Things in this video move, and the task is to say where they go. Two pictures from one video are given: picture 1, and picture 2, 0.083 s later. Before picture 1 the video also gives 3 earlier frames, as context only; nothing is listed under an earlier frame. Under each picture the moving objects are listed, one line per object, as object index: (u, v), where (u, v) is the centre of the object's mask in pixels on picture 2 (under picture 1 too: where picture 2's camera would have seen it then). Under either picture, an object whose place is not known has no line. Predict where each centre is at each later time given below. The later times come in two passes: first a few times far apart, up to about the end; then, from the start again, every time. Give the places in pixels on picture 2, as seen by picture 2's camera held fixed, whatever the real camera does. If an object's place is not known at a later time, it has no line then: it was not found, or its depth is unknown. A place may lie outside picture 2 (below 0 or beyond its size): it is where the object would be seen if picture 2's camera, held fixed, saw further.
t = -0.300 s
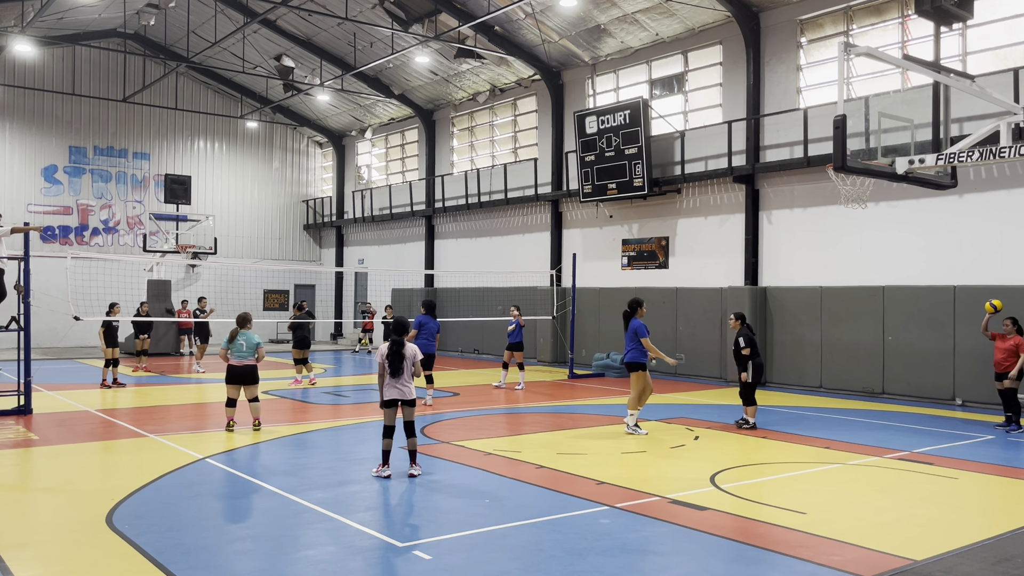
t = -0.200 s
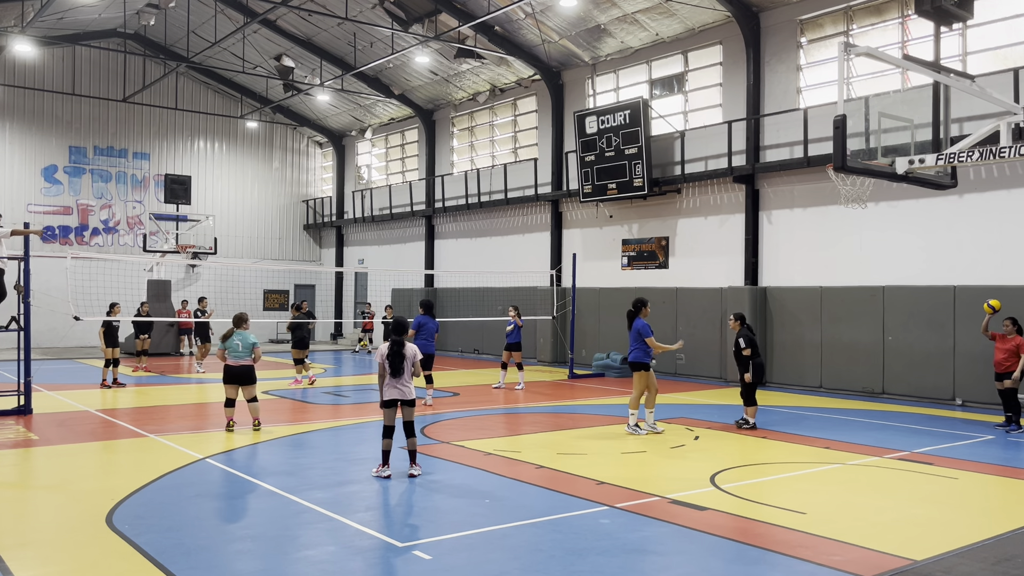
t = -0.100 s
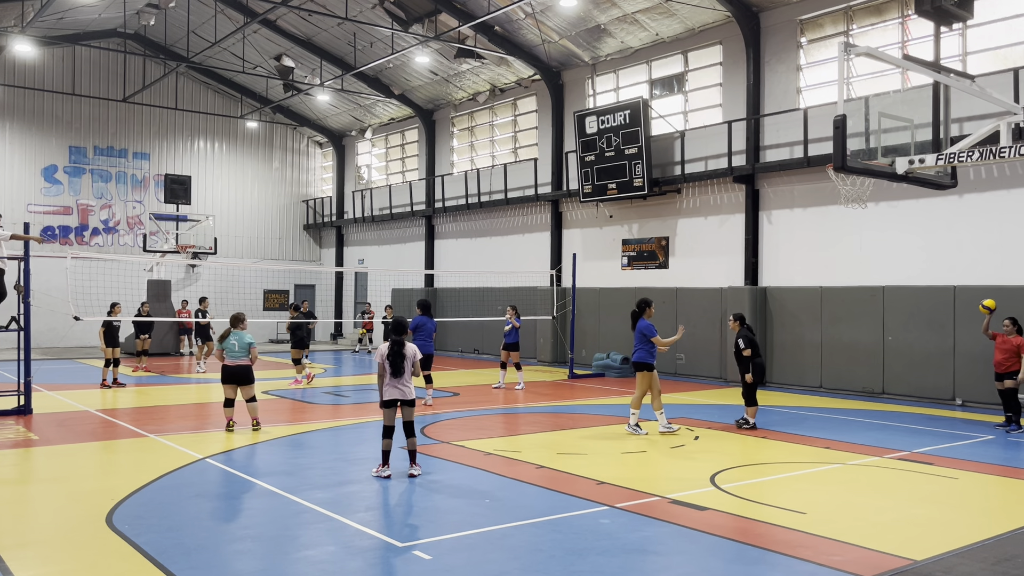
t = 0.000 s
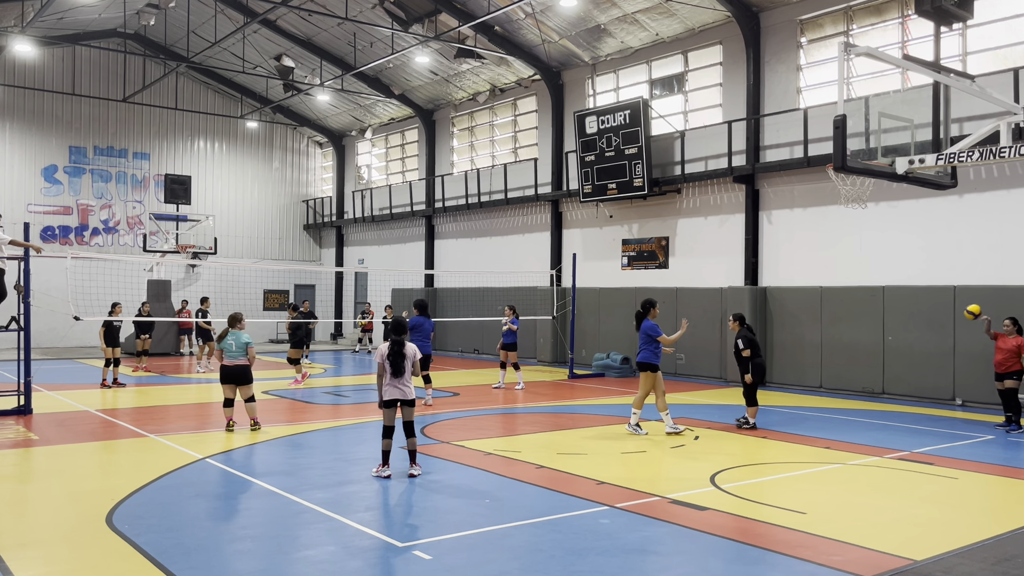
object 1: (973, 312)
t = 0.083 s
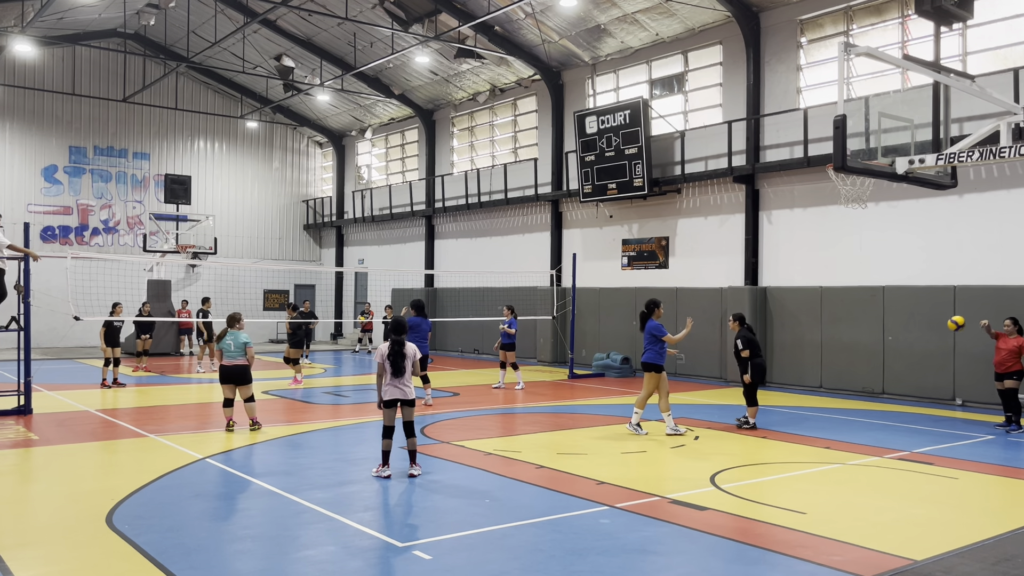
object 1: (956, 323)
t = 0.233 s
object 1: (926, 357)
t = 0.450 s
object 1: (885, 425)
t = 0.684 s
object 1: (863, 363)
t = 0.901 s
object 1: (843, 341)
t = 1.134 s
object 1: (822, 358)
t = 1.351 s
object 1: (803, 410)
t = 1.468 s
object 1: (792, 417)
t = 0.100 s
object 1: (953, 326)
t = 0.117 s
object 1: (950, 329)
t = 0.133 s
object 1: (946, 333)
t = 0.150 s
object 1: (943, 336)
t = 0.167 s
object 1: (940, 340)
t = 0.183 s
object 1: (936, 344)
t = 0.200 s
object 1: (933, 348)
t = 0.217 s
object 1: (930, 352)
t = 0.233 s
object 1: (926, 357)
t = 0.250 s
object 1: (923, 362)
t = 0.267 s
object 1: (920, 367)
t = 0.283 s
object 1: (916, 372)
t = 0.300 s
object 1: (913, 377)
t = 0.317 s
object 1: (910, 383)
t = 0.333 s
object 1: (906, 388)
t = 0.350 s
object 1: (903, 394)
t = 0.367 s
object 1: (900, 401)
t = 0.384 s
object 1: (897, 407)
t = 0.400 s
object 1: (894, 414)
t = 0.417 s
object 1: (890, 421)
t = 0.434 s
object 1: (887, 428)
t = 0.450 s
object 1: (885, 425)
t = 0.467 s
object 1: (883, 419)
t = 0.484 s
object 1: (882, 413)
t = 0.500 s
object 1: (880, 408)
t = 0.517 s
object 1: (879, 402)
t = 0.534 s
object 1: (877, 397)
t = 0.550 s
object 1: (875, 393)
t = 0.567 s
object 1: (874, 389)
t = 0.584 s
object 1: (873, 383)
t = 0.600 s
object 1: (871, 380)
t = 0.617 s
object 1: (869, 376)
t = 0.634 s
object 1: (868, 372)
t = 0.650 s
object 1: (866, 369)
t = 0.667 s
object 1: (865, 365)
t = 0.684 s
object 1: (863, 363)
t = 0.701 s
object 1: (862, 360)
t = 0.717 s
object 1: (860, 357)
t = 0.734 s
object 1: (859, 354)
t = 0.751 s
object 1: (857, 352)
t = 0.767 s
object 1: (855, 350)
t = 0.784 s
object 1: (854, 348)
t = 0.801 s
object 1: (852, 347)
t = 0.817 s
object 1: (851, 345)
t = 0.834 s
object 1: (849, 344)
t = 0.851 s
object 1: (847, 343)
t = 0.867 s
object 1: (846, 342)
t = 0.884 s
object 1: (844, 342)
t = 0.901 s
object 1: (843, 341)
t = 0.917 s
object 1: (842, 341)
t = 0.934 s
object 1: (840, 341)
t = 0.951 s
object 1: (838, 341)
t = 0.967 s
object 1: (837, 342)
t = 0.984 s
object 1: (835, 343)
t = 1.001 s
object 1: (834, 343)
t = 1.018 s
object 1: (832, 344)
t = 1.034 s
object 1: (831, 346)
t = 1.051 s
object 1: (829, 348)
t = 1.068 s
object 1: (828, 349)
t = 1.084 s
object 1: (826, 351)
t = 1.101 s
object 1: (825, 353)
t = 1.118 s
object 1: (823, 355)
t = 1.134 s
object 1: (822, 358)
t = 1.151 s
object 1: (820, 361)
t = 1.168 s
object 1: (819, 364)
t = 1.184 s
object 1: (817, 367)
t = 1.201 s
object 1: (815, 370)
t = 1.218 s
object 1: (814, 374)
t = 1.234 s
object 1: (813, 378)
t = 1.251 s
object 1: (811, 381)
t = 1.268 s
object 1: (810, 385)
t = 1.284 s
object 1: (808, 389)
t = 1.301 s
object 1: (807, 394)
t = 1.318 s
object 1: (806, 399)
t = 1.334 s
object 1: (804, 404)
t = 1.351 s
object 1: (803, 410)
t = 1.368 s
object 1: (802, 415)
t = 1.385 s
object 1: (800, 421)
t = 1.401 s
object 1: (798, 427)
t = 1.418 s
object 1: (797, 431)
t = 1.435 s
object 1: (795, 427)
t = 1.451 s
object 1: (793, 422)
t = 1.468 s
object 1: (792, 417)
